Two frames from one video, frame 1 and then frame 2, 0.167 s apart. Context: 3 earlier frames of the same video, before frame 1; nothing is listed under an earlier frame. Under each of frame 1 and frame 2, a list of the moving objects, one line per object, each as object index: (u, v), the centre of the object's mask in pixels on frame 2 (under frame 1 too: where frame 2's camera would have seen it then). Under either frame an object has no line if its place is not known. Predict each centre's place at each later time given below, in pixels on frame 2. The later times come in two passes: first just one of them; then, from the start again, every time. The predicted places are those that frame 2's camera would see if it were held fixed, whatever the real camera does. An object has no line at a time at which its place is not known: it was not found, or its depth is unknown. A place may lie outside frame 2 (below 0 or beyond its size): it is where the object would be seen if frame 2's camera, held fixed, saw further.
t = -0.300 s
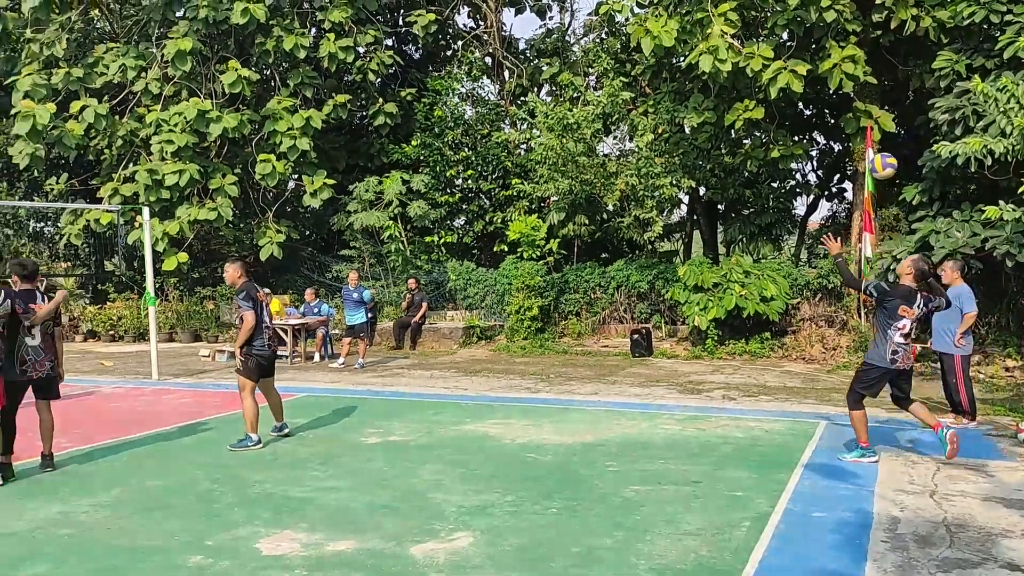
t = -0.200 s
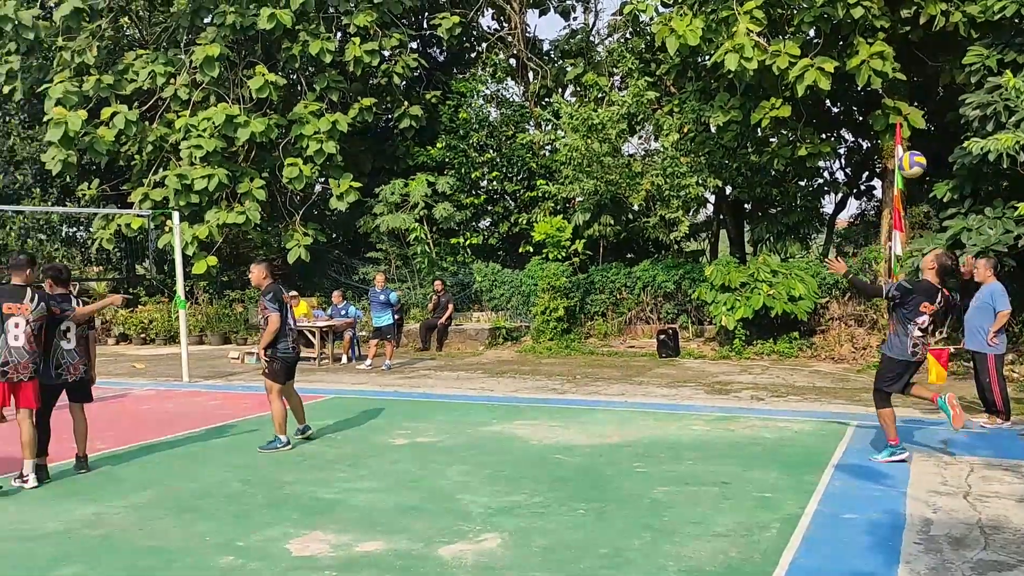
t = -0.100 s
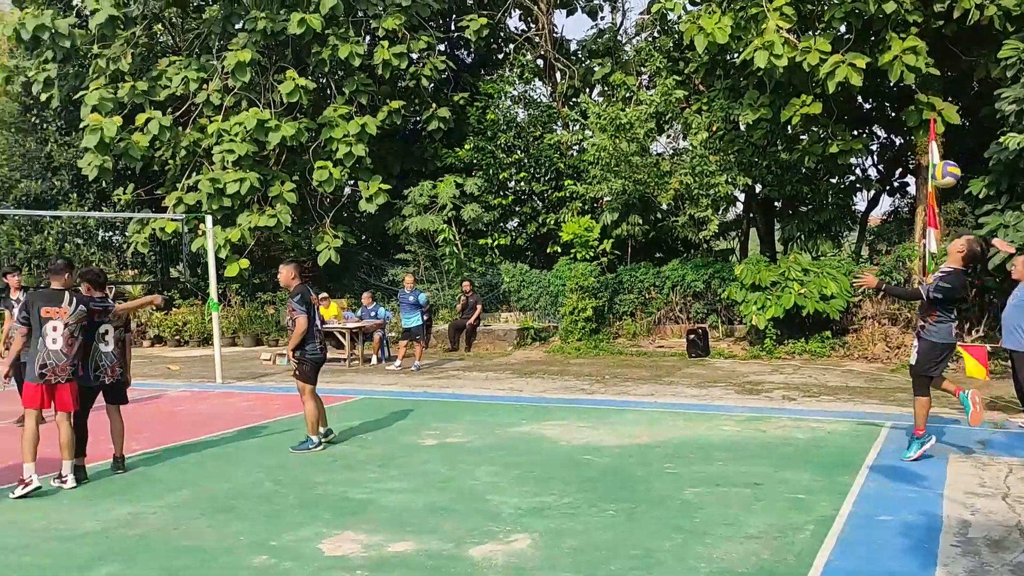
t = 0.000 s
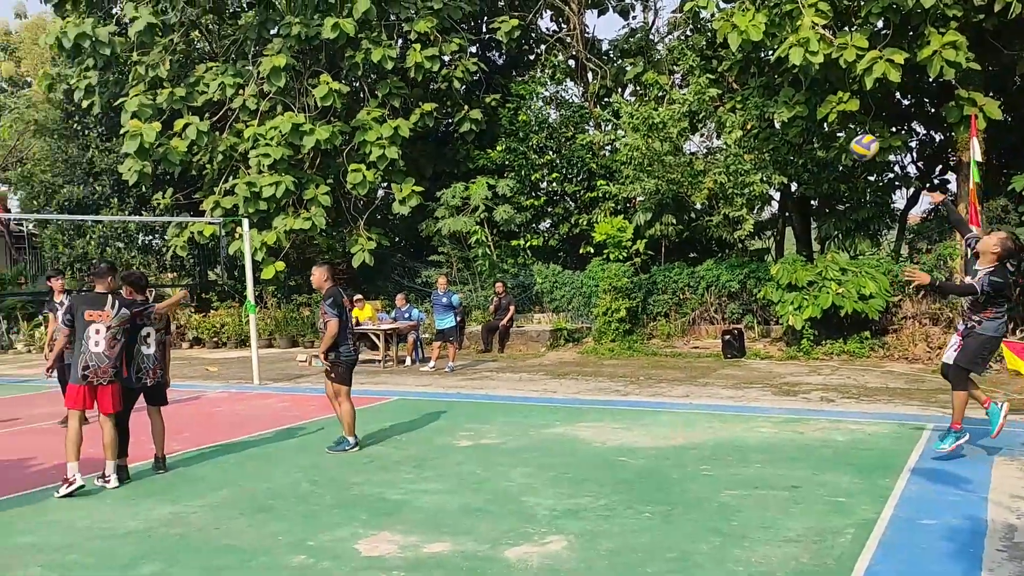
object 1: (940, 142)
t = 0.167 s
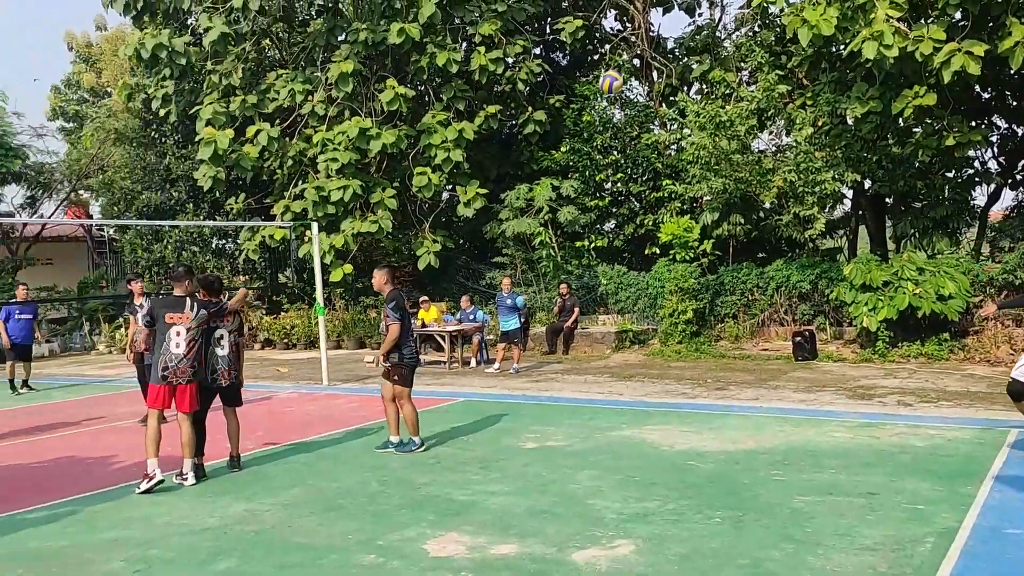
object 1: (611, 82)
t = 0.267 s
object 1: (453, 70)
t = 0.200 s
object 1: (556, 77)
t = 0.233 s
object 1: (503, 72)
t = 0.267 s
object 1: (453, 70)
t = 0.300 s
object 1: (407, 68)
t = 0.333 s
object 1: (363, 68)
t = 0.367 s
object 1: (321, 69)
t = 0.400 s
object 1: (279, 71)
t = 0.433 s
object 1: (242, 77)
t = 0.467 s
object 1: (204, 81)
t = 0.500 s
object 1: (170, 87)
